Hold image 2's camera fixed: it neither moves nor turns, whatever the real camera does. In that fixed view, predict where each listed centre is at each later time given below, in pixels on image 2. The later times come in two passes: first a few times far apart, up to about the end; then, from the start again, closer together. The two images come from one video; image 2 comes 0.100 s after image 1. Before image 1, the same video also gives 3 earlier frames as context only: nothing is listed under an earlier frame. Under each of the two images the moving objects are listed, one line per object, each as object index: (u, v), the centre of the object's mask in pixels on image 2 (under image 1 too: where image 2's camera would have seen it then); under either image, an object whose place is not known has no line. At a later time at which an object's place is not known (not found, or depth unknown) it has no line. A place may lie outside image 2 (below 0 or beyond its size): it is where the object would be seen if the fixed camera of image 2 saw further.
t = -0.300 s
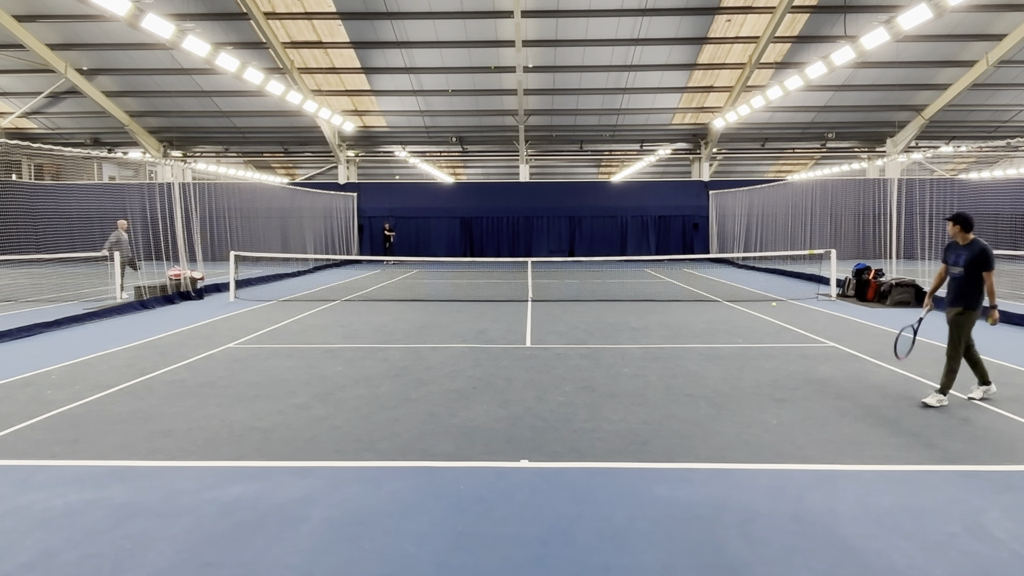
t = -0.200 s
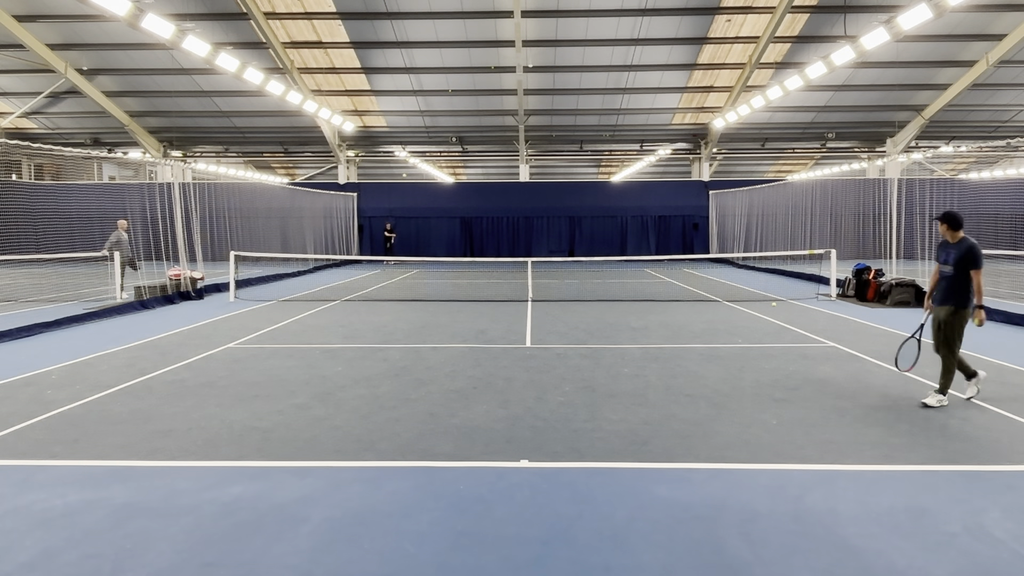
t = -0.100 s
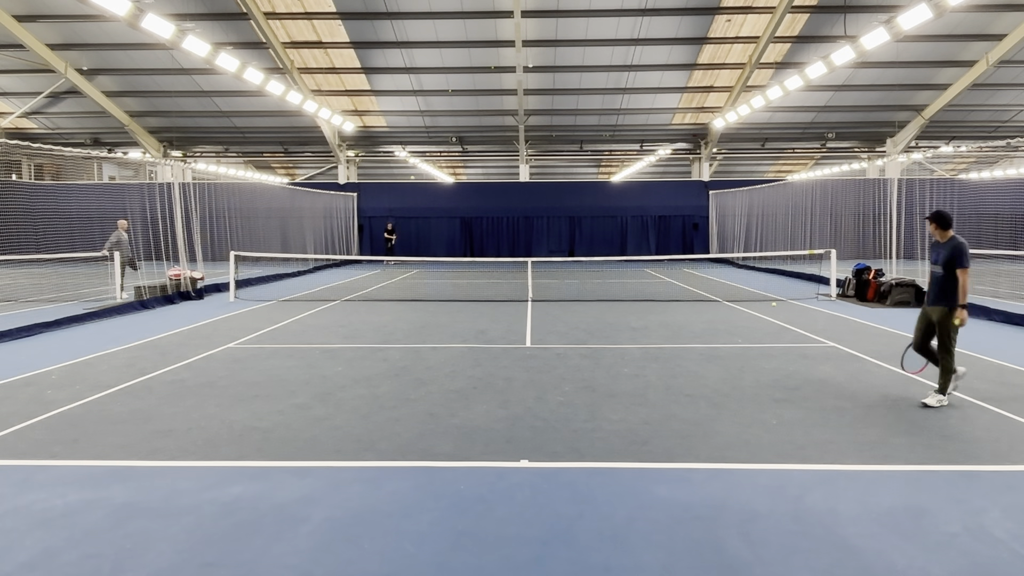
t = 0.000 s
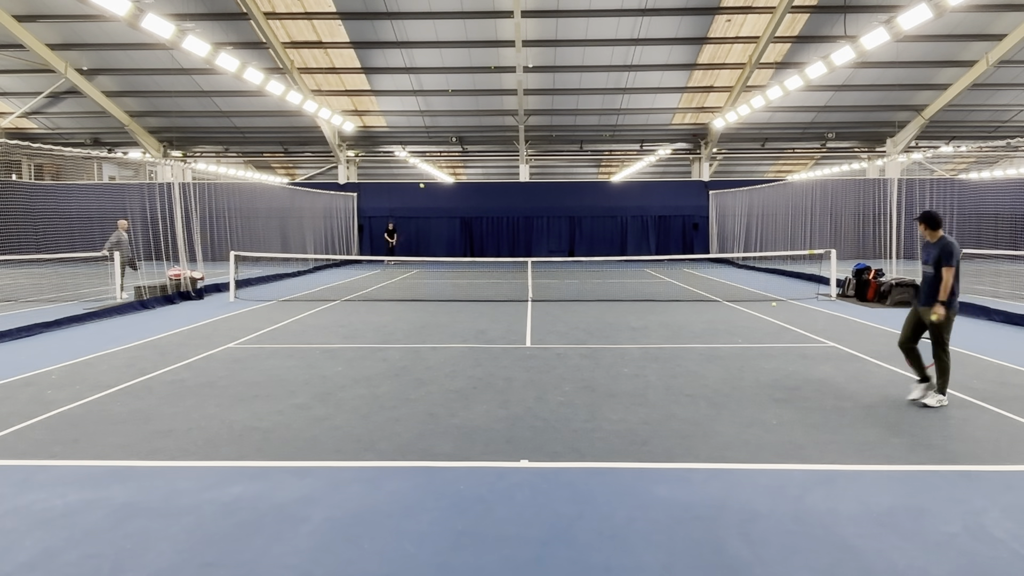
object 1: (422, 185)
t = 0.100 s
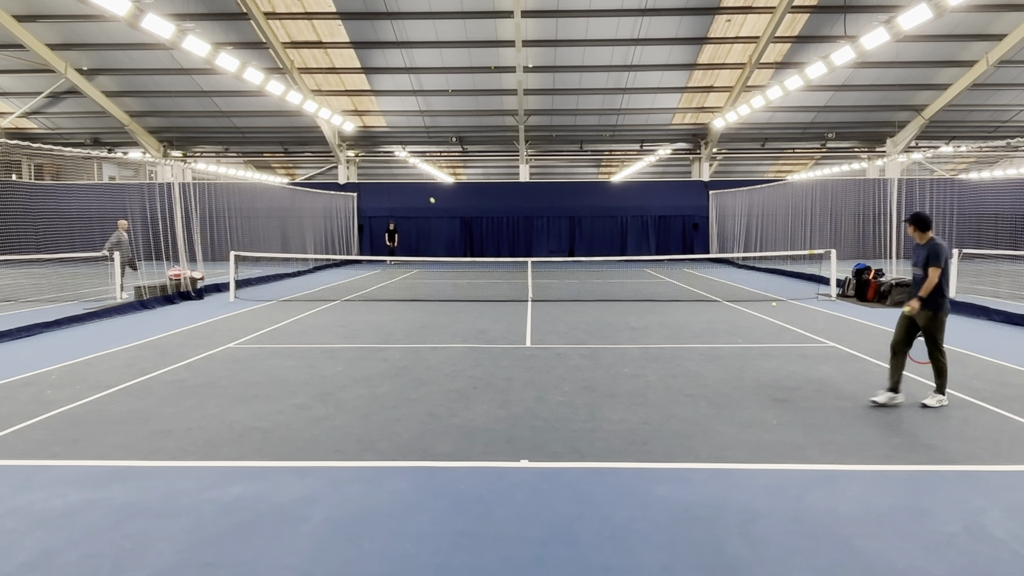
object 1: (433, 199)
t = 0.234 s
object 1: (448, 232)
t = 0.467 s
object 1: (486, 345)
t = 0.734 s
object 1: (535, 268)
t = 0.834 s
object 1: (560, 249)
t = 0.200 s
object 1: (444, 222)
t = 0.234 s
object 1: (448, 232)
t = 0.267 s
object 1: (453, 244)
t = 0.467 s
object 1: (486, 345)
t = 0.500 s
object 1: (491, 337)
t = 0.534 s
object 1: (497, 326)
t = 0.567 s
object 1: (502, 315)
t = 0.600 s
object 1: (508, 304)
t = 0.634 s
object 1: (514, 295)
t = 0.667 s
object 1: (520, 285)
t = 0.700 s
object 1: (527, 276)
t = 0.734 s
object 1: (535, 268)
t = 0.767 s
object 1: (542, 261)
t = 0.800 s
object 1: (551, 254)
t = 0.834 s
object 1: (560, 249)
